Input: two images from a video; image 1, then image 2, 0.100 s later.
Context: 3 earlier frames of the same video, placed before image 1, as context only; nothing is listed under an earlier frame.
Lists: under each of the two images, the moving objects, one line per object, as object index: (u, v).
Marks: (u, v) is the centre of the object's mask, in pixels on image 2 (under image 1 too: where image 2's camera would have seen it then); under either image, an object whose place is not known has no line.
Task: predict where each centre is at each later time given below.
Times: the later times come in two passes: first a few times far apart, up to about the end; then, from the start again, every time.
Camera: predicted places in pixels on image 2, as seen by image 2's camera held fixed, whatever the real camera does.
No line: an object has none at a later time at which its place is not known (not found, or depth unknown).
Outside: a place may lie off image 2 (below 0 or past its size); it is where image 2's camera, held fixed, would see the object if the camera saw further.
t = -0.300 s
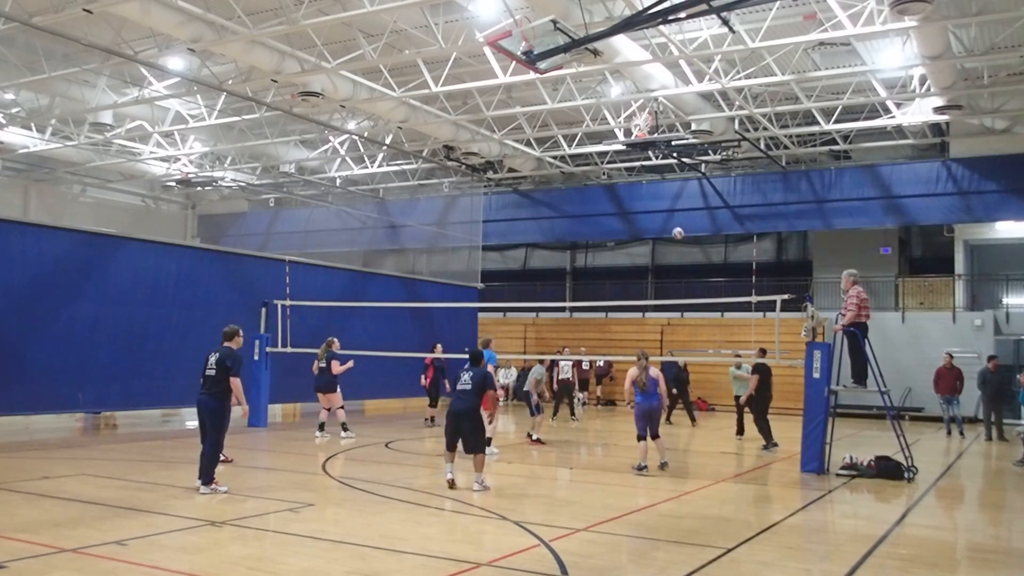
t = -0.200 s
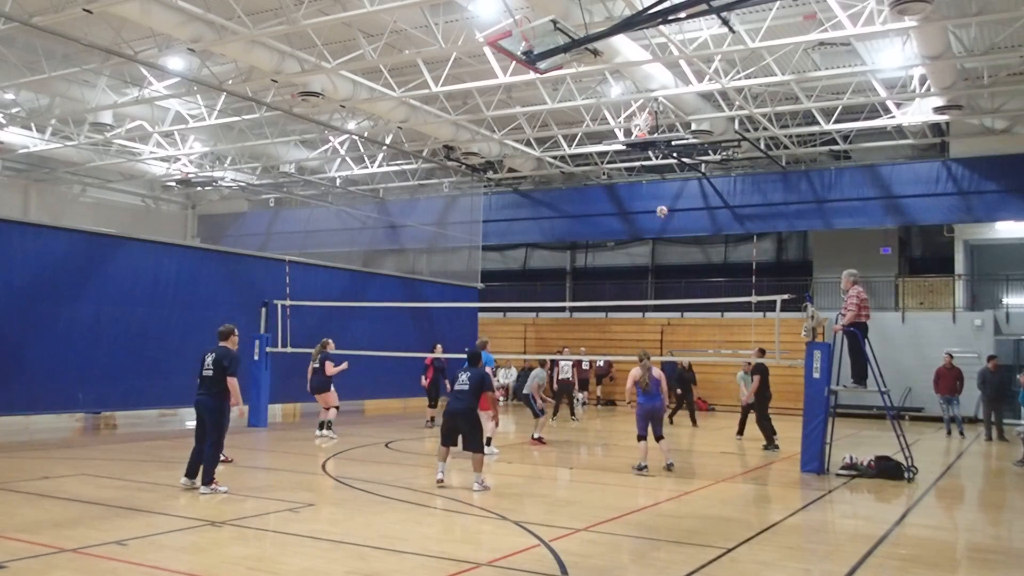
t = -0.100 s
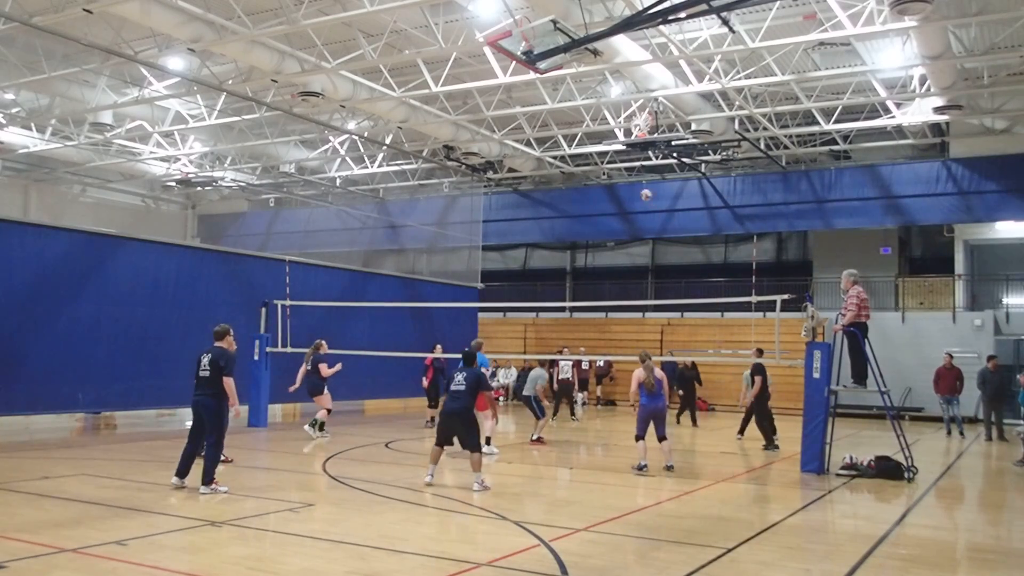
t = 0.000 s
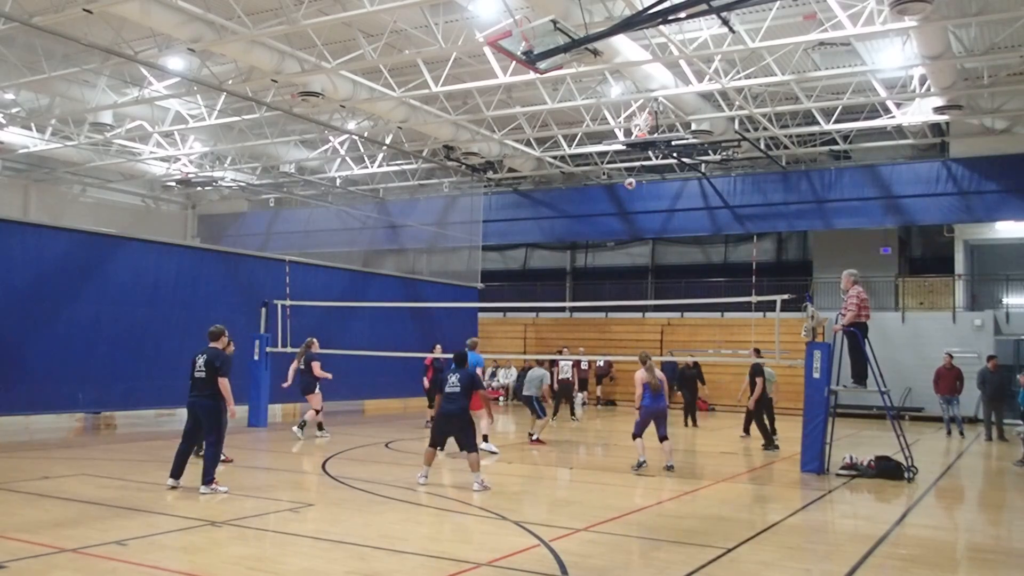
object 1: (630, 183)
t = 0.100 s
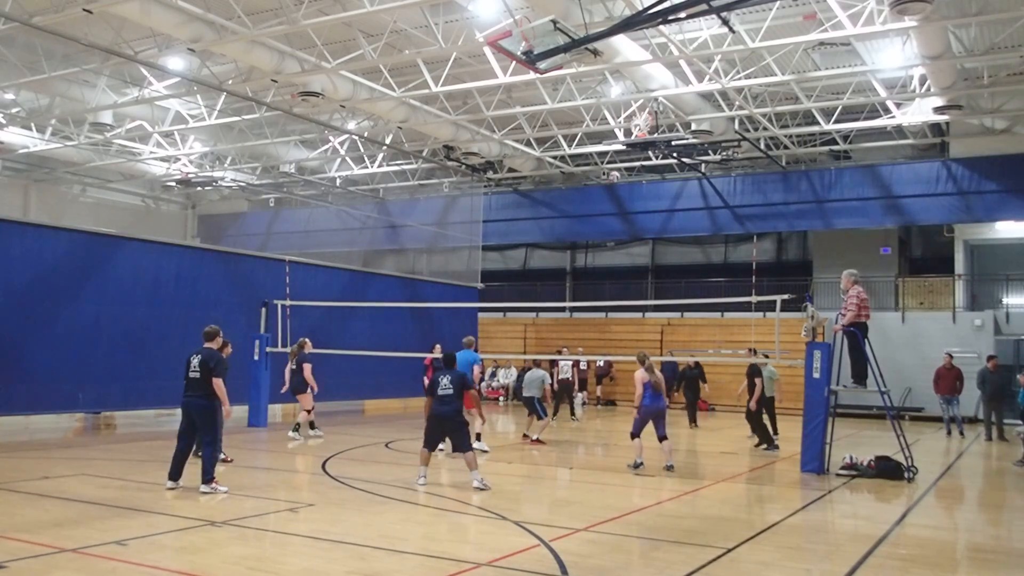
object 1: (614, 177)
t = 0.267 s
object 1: (589, 177)
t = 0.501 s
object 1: (553, 199)
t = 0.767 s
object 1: (514, 255)
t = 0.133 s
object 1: (609, 175)
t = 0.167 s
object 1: (604, 175)
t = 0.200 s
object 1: (599, 175)
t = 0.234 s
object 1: (594, 176)
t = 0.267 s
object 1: (589, 177)
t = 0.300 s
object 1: (583, 178)
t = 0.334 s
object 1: (578, 181)
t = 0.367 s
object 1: (573, 183)
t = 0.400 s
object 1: (568, 186)
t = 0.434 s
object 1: (563, 190)
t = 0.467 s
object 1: (558, 194)
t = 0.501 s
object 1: (553, 199)
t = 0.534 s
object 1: (548, 204)
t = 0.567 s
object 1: (543, 210)
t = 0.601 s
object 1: (538, 216)
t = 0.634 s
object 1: (534, 223)
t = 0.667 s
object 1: (529, 230)
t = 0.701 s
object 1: (524, 238)
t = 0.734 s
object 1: (519, 246)
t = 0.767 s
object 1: (514, 255)
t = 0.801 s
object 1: (509, 265)
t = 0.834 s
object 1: (505, 275)
